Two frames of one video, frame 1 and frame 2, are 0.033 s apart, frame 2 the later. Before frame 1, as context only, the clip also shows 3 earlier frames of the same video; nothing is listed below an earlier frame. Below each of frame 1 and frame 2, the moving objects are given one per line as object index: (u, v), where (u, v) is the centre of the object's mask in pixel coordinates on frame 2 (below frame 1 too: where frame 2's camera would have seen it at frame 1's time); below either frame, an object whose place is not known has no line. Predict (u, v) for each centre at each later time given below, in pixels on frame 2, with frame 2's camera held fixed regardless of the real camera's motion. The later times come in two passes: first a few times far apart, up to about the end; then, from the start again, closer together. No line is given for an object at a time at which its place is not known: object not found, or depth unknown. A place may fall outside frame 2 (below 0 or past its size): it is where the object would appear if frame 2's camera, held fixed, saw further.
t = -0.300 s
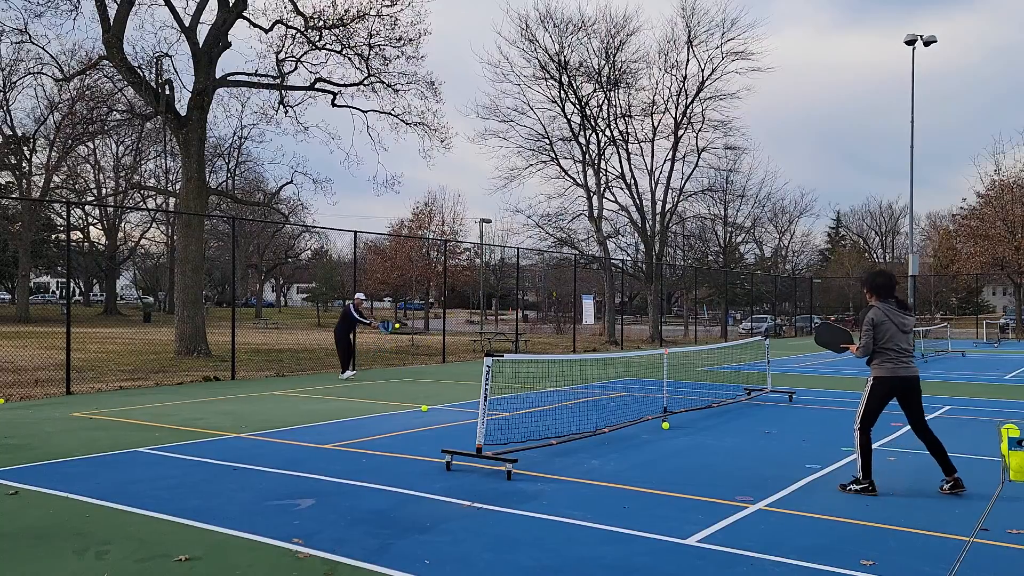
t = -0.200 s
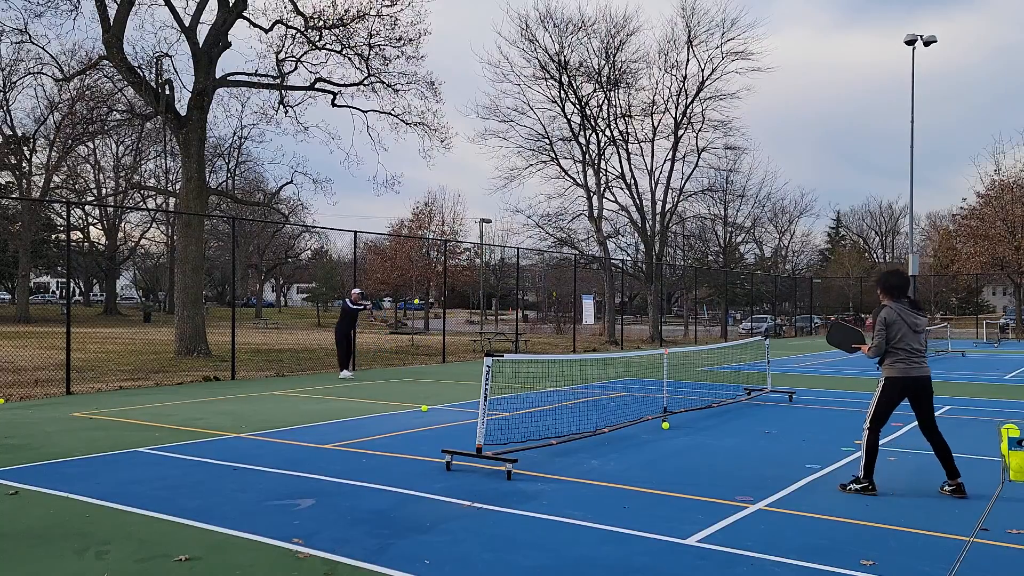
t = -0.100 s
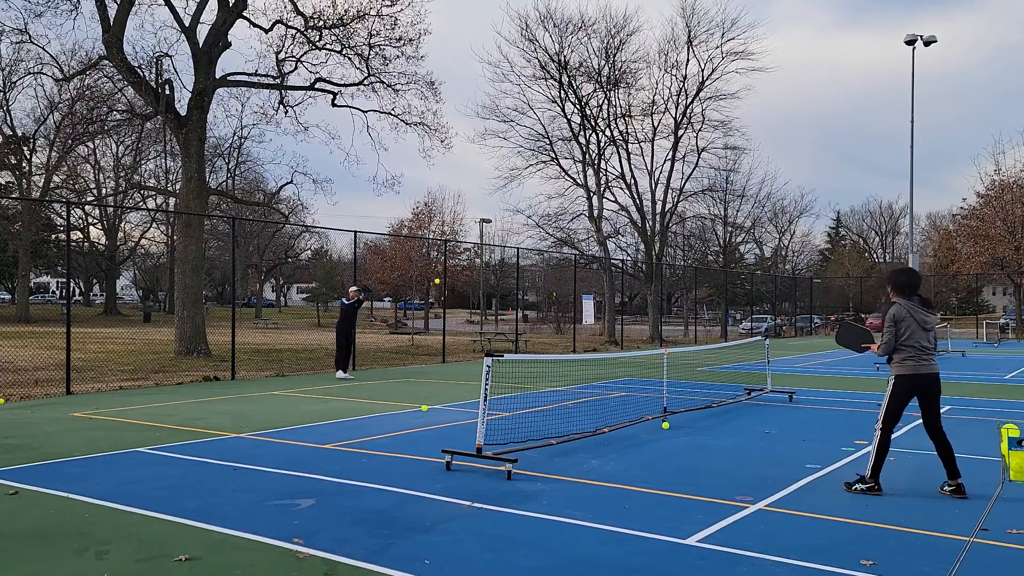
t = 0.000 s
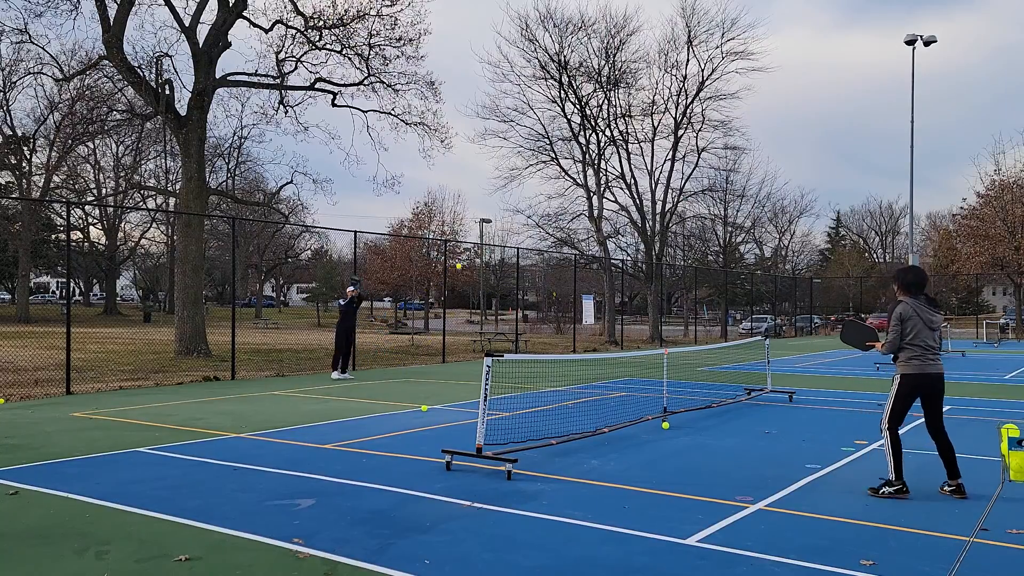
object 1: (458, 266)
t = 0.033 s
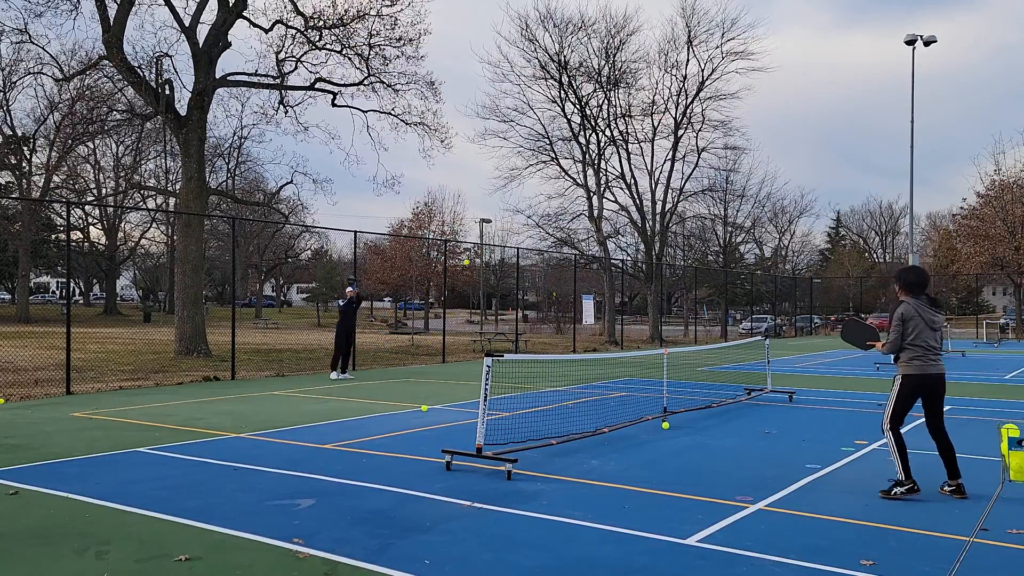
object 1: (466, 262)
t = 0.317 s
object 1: (539, 259)
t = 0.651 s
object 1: (655, 362)
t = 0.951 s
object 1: (774, 424)
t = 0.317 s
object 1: (539, 259)
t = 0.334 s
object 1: (543, 261)
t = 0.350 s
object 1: (548, 263)
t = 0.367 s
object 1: (553, 266)
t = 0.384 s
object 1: (558, 268)
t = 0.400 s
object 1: (564, 271)
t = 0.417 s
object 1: (569, 275)
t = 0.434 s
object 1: (574, 278)
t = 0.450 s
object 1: (580, 282)
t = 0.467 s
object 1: (586, 287)
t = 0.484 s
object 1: (591, 292)
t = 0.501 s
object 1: (597, 297)
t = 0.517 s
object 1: (603, 302)
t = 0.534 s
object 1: (609, 308)
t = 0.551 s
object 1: (616, 315)
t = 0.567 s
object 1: (622, 321)
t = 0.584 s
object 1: (628, 328)
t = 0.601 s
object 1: (635, 336)
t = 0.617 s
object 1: (641, 344)
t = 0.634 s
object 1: (648, 353)
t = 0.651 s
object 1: (655, 362)
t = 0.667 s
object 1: (662, 372)
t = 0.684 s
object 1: (670, 382)
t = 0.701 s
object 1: (677, 393)
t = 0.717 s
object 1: (685, 405)
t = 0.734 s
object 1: (693, 417)
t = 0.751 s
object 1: (701, 430)
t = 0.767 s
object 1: (709, 443)
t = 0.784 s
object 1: (717, 458)
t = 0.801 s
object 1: (726, 473)
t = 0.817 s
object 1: (732, 471)
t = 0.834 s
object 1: (737, 463)
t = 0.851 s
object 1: (742, 457)
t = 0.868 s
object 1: (747, 451)
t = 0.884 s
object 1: (752, 445)
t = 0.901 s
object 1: (758, 439)
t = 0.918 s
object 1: (763, 434)
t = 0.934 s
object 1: (769, 429)
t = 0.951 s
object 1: (774, 424)
